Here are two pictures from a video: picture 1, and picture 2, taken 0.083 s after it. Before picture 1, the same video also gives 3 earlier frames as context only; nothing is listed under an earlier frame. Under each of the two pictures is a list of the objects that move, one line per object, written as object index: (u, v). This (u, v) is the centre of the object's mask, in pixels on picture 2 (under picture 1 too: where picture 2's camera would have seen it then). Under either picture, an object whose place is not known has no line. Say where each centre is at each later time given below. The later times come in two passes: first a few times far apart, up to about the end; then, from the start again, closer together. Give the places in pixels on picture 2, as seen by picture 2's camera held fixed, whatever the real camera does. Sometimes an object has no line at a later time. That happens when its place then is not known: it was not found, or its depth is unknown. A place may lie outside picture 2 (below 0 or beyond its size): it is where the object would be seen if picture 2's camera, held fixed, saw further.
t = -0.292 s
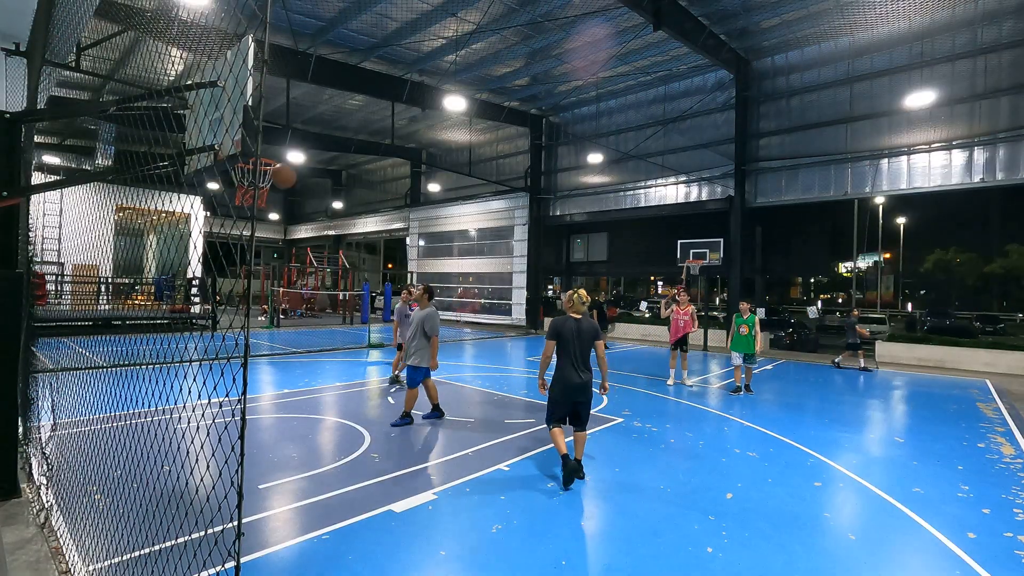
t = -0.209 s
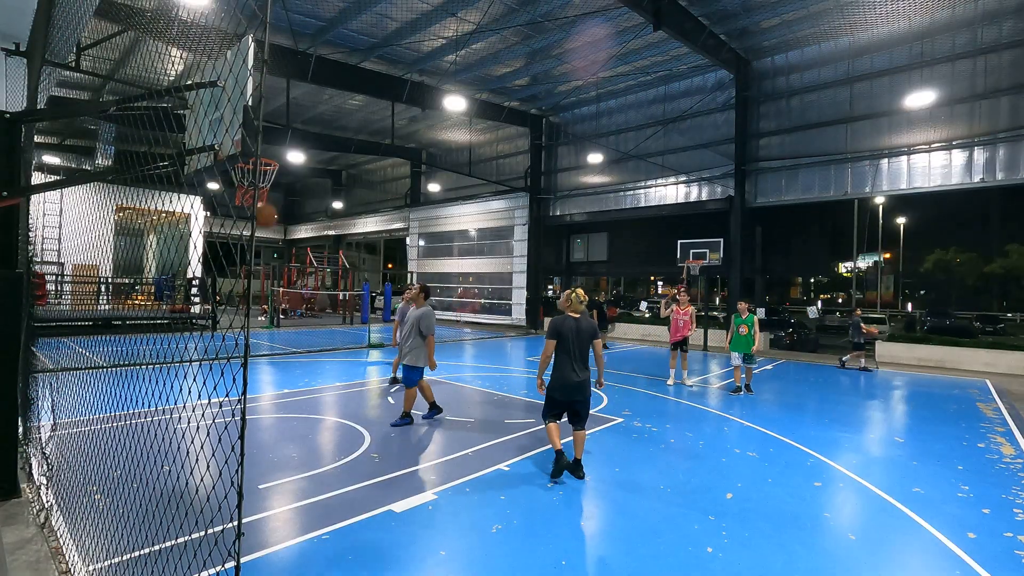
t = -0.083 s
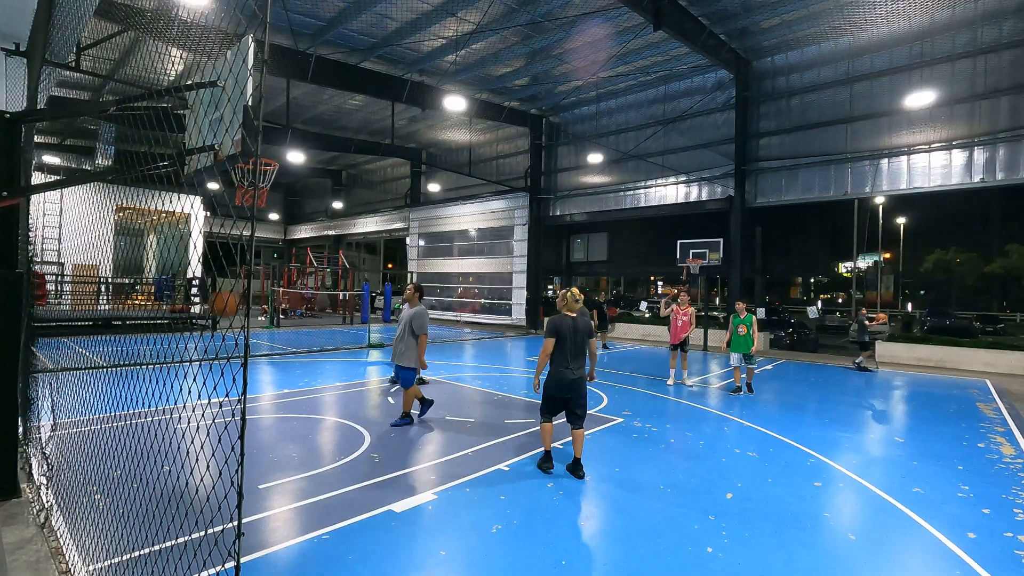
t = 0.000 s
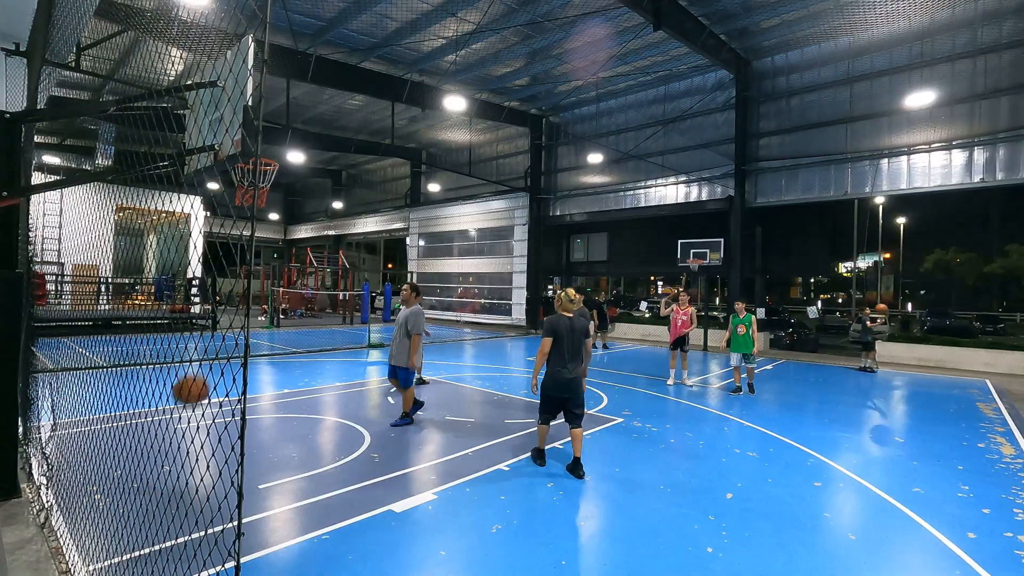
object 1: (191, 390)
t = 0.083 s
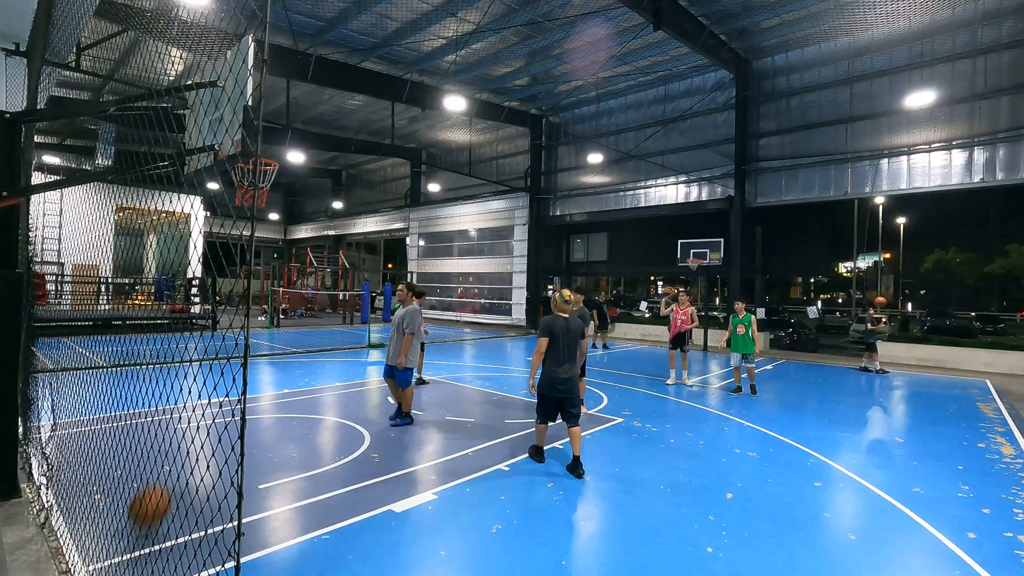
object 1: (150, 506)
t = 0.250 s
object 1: (120, 382)
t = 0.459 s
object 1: (80, 219)
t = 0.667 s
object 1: (64, 123)
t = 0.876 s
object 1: (84, 94)
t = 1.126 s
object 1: (122, 158)
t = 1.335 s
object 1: (150, 298)
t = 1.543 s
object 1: (176, 515)
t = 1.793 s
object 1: (172, 419)
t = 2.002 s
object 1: (158, 297)
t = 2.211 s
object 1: (136, 250)
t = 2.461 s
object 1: (129, 317)
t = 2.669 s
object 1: (138, 480)
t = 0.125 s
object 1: (139, 496)
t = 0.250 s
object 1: (120, 382)
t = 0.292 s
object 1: (112, 344)
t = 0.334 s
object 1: (104, 312)
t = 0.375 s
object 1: (95, 278)
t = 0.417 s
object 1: (87, 247)
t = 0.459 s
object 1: (80, 219)
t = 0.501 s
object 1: (74, 193)
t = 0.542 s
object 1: (68, 171)
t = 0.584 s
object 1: (64, 153)
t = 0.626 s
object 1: (64, 136)
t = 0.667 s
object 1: (64, 123)
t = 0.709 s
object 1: (65, 112)
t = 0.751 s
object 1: (69, 103)
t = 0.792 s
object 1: (74, 97)
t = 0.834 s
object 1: (79, 94)
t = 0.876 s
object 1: (84, 94)
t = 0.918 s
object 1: (91, 96)
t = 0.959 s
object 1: (96, 102)
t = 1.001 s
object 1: (103, 112)
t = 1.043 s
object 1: (109, 124)
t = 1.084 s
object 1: (115, 140)
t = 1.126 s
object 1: (122, 158)
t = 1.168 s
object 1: (128, 180)
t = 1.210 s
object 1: (133, 205)
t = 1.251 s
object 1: (139, 232)
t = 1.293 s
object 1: (144, 264)
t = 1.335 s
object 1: (150, 298)
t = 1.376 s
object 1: (156, 335)
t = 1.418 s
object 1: (160, 376)
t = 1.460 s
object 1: (165, 420)
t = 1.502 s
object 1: (170, 466)
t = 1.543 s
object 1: (176, 515)
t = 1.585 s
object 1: (182, 560)
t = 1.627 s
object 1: (181, 557)
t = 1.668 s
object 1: (179, 519)
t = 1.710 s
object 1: (177, 485)
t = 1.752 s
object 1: (176, 450)
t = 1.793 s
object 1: (172, 419)
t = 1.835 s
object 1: (170, 389)
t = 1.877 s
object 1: (167, 362)
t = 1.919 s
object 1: (164, 338)
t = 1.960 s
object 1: (160, 315)
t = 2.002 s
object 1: (158, 297)
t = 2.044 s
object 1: (154, 282)
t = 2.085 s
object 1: (148, 269)
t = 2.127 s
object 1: (144, 258)
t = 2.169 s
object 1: (139, 252)
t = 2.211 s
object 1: (136, 250)
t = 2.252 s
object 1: (133, 252)
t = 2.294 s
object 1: (130, 258)
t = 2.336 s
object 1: (128, 268)
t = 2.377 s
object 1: (128, 281)
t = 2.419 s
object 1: (127, 297)
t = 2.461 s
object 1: (129, 317)
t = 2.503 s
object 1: (129, 340)
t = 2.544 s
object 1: (131, 370)
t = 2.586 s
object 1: (133, 403)
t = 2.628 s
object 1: (136, 439)
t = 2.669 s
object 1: (138, 480)
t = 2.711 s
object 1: (141, 525)
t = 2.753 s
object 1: (147, 560)
